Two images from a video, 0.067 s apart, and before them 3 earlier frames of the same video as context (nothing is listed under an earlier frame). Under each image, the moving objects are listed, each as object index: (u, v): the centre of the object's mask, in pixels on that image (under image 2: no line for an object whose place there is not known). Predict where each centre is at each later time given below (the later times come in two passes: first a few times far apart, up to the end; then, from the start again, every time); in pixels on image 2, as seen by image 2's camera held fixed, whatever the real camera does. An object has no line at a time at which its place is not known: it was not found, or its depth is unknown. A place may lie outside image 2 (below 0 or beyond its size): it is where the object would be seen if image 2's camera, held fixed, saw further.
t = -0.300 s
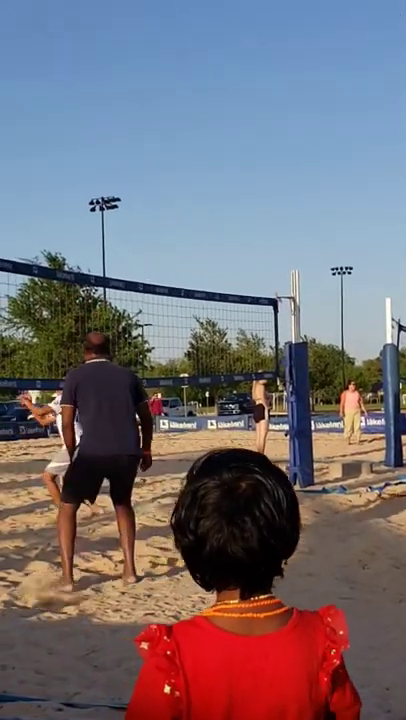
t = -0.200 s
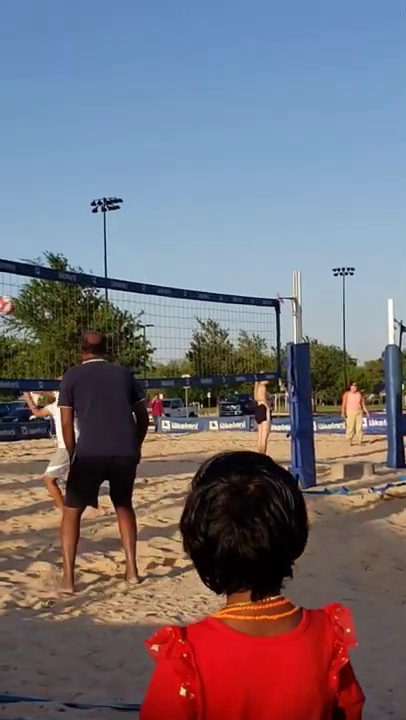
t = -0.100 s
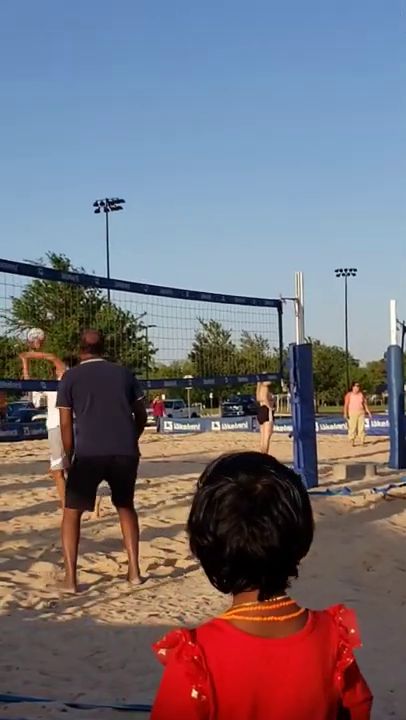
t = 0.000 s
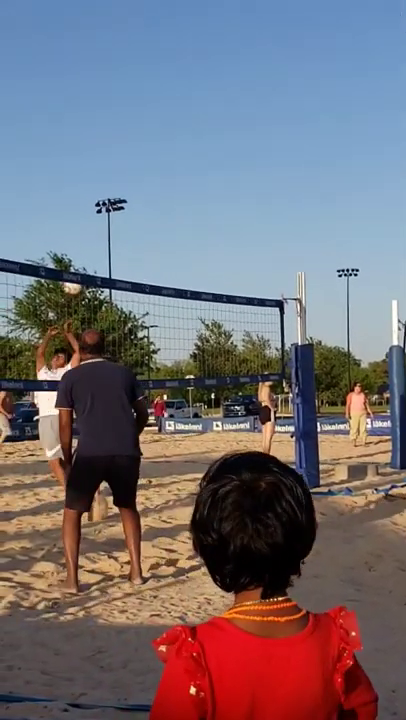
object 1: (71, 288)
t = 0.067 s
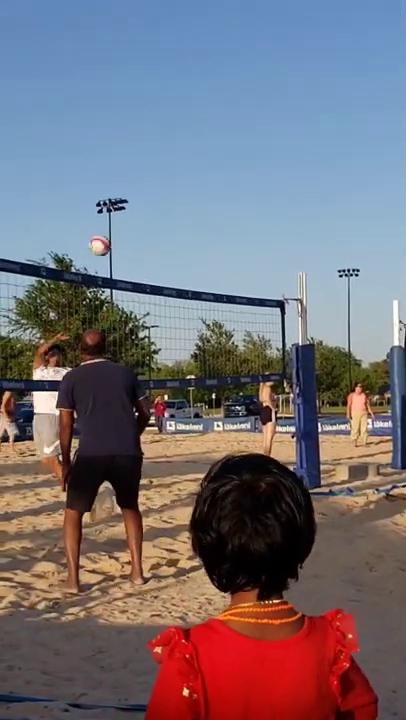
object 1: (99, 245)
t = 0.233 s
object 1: (164, 163)
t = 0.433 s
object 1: (246, 94)
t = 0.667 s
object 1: (352, 66)
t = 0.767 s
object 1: (399, 71)
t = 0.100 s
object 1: (112, 227)
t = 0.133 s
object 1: (124, 210)
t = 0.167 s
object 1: (137, 194)
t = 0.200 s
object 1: (151, 178)
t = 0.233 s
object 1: (164, 163)
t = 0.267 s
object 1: (177, 149)
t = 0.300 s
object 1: (190, 137)
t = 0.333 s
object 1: (204, 124)
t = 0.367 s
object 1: (218, 113)
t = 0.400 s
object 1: (232, 103)
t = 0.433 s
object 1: (246, 94)
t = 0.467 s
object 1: (260, 87)
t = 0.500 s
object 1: (275, 80)
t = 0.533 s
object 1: (291, 74)
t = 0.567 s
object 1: (306, 70)
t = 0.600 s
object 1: (321, 68)
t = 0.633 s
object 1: (336, 66)
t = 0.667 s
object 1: (352, 66)
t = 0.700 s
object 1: (367, 66)
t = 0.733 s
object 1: (383, 68)
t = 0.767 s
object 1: (399, 71)
